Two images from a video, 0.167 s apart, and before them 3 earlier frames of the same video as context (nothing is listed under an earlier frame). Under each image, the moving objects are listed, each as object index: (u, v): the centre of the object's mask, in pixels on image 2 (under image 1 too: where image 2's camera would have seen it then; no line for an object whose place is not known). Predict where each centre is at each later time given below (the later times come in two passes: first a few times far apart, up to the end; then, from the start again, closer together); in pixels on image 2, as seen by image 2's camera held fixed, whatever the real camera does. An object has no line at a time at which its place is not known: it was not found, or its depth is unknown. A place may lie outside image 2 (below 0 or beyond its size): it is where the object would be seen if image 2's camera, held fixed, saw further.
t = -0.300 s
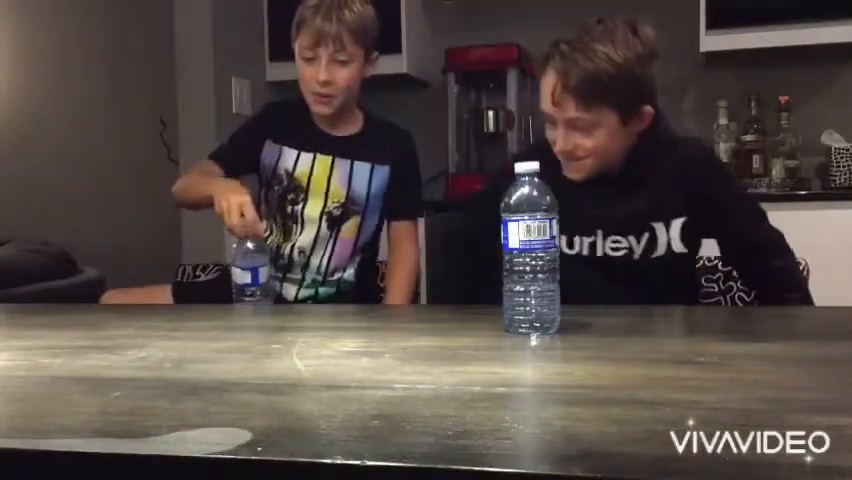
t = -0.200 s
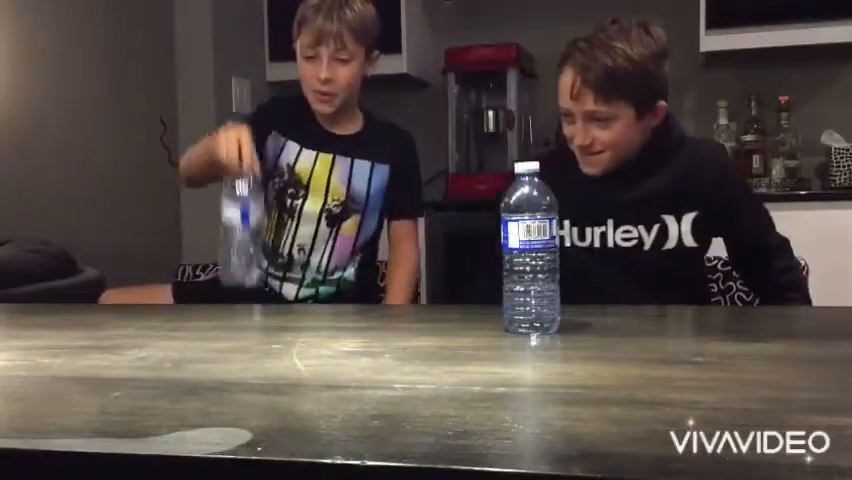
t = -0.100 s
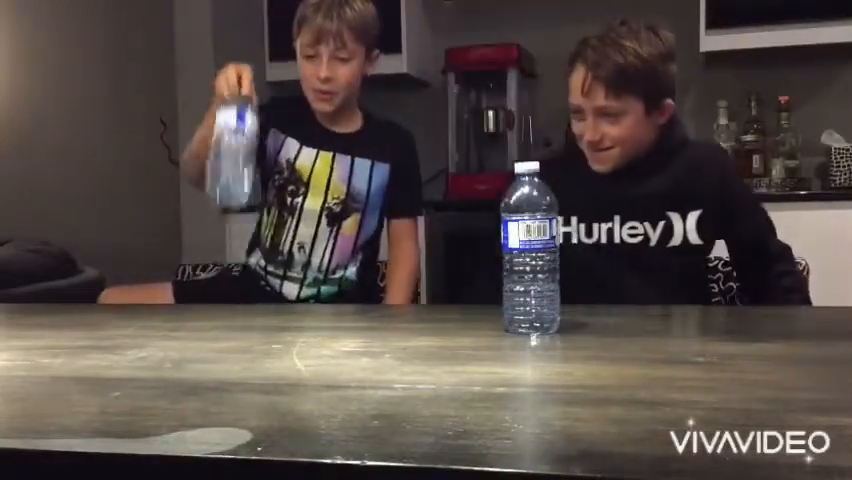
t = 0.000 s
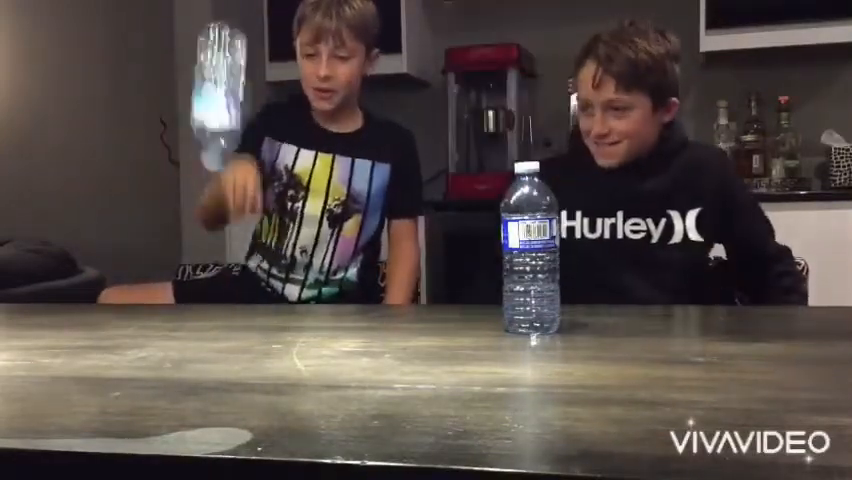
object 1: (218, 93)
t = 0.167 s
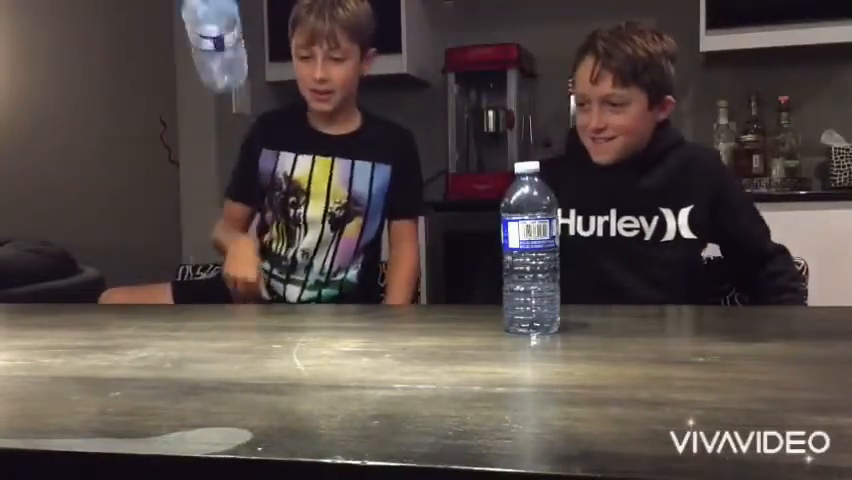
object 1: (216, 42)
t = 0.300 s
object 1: (221, 166)
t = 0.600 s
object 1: (216, 259)
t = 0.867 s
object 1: (216, 259)
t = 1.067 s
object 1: (216, 259)
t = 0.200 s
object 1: (216, 58)
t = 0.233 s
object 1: (218, 98)
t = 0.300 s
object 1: (221, 166)
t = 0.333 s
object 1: (221, 222)
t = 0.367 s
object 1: (226, 258)
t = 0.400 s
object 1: (225, 257)
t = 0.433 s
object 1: (225, 258)
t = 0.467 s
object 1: (224, 257)
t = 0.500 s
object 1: (219, 258)
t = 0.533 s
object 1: (217, 258)
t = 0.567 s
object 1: (216, 259)
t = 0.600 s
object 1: (216, 259)
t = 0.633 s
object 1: (215, 259)
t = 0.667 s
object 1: (215, 259)
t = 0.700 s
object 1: (216, 259)
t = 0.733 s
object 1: (216, 259)
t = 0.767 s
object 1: (216, 259)
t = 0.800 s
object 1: (216, 259)
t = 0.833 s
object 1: (216, 259)
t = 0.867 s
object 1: (216, 259)
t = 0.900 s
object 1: (216, 258)
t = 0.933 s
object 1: (215, 259)
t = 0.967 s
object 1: (215, 259)
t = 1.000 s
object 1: (215, 259)
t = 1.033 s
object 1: (215, 259)
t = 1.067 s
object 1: (216, 259)
